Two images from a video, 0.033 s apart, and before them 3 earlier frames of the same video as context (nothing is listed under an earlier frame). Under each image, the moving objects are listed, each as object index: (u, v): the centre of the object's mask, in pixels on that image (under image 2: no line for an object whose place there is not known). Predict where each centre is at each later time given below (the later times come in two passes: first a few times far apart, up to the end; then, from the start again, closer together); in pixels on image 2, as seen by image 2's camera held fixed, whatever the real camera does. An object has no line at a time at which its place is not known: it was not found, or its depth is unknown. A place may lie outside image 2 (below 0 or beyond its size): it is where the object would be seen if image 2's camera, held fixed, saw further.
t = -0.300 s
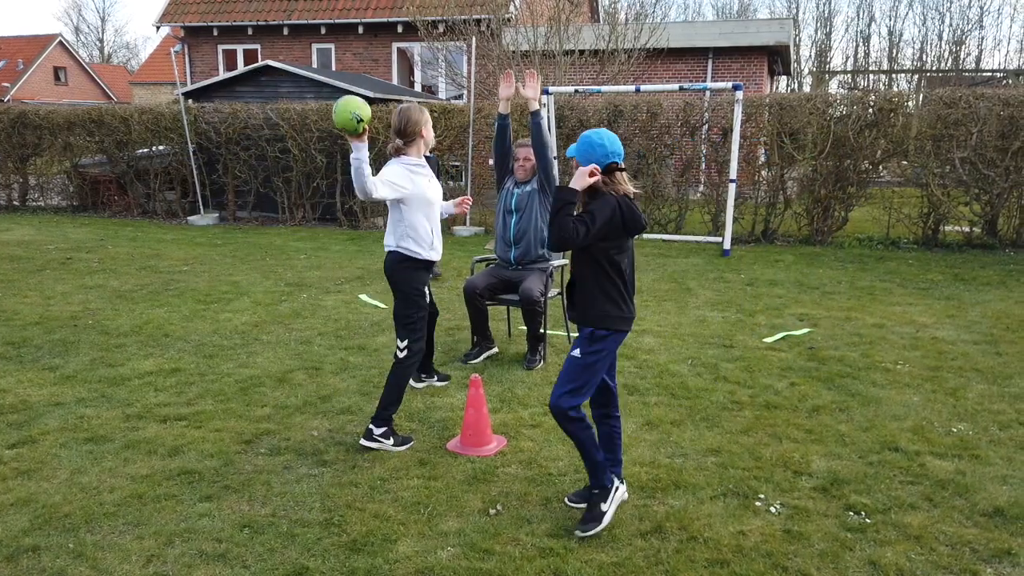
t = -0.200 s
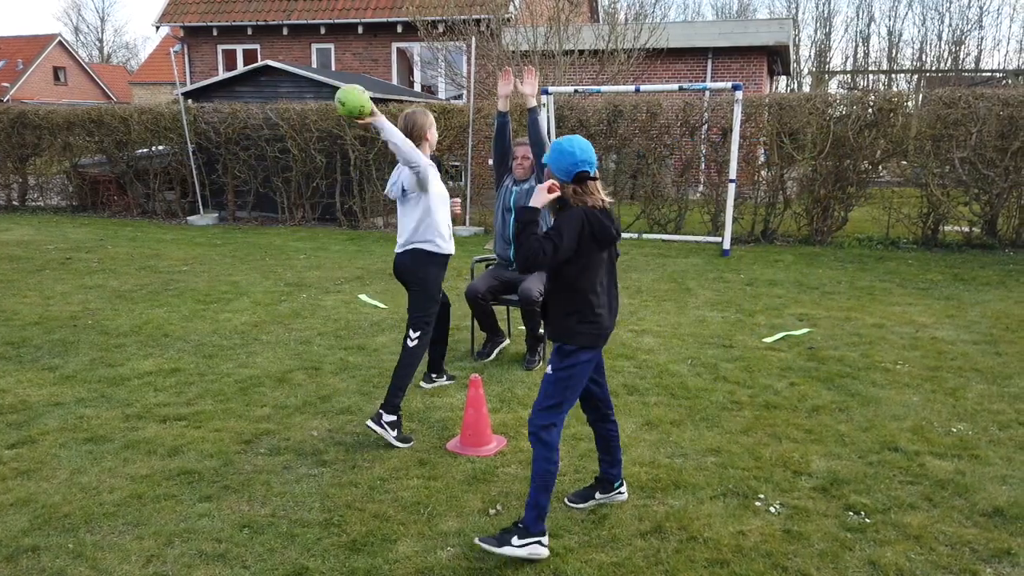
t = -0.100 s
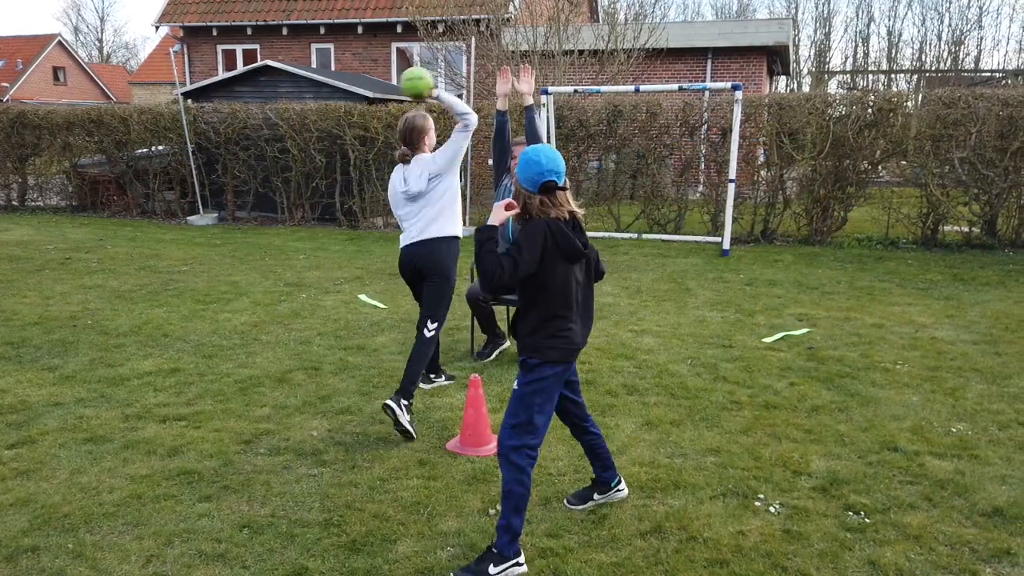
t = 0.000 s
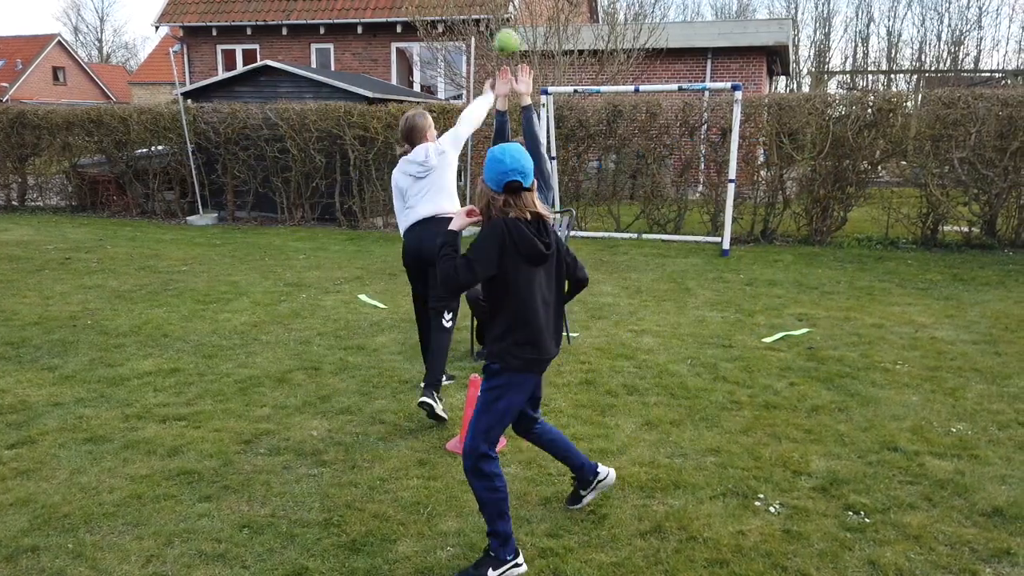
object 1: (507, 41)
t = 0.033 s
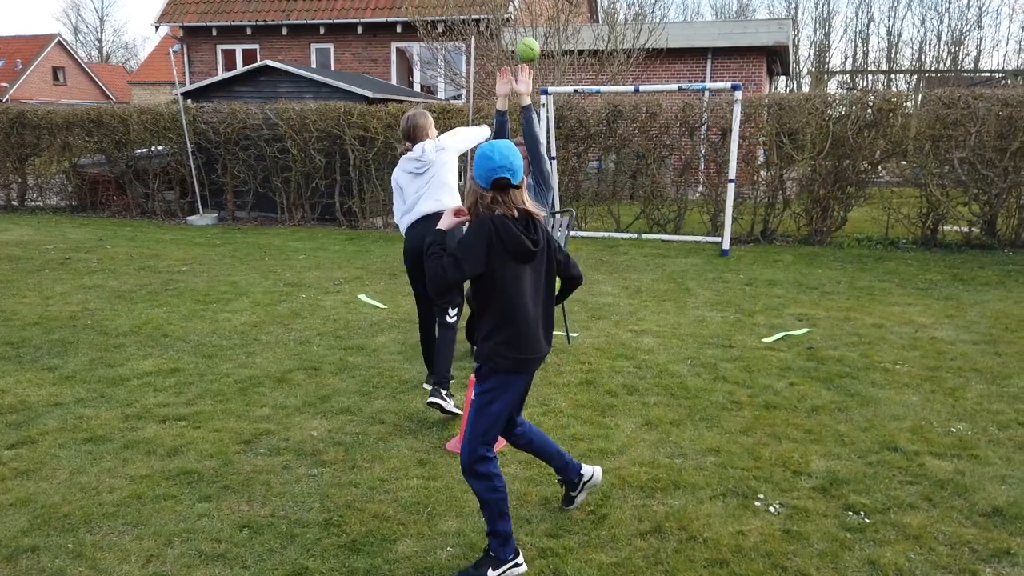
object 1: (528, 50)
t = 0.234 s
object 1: (606, 96)
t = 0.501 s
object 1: (641, 158)
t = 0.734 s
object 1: (652, 248)
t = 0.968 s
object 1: (661, 238)
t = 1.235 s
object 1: (671, 263)
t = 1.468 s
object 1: (677, 274)
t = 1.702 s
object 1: (684, 283)
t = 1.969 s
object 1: (690, 304)
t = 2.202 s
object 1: (695, 315)
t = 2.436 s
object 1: (697, 325)
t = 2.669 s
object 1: (700, 336)
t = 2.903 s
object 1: (706, 343)
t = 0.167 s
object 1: (586, 79)
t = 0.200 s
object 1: (596, 87)
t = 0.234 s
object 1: (606, 96)
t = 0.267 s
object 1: (614, 103)
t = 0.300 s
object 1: (621, 111)
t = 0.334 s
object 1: (628, 119)
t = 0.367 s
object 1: (633, 123)
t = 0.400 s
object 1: (635, 133)
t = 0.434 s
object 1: (638, 141)
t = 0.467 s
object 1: (639, 149)
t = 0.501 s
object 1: (641, 158)
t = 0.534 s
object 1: (643, 168)
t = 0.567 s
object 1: (645, 179)
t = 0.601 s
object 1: (646, 191)
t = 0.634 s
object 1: (647, 204)
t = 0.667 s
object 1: (649, 218)
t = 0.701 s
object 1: (651, 234)
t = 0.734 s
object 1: (652, 248)
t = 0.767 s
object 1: (654, 245)
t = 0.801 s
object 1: (655, 242)
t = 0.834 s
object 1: (656, 239)
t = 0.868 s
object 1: (658, 237)
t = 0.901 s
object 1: (659, 236)
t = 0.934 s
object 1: (660, 236)
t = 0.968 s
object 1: (661, 238)
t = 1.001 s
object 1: (663, 240)
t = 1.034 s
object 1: (664, 243)
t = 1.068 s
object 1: (665, 248)
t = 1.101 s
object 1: (666, 254)
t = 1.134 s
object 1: (667, 262)
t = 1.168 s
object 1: (669, 268)
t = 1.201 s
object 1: (670, 266)
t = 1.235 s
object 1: (671, 263)
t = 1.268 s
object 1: (672, 261)
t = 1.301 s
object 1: (673, 260)
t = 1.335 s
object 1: (673, 261)
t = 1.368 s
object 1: (675, 262)
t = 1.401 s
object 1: (676, 265)
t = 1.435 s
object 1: (676, 269)
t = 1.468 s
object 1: (677, 274)
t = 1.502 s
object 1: (677, 281)
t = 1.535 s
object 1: (679, 285)
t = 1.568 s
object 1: (680, 283)
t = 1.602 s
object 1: (681, 281)
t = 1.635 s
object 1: (682, 281)
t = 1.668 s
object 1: (683, 281)
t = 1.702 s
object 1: (684, 283)
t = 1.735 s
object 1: (685, 286)
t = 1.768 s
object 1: (686, 292)
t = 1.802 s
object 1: (687, 297)
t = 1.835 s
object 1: (687, 297)
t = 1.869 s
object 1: (688, 298)
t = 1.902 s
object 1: (688, 299)
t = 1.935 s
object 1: (689, 301)
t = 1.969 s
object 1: (690, 304)
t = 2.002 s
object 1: (690, 305)
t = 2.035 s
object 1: (691, 306)
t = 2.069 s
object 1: (692, 308)
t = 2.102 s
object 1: (694, 310)
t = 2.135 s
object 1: (693, 311)
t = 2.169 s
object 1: (693, 313)
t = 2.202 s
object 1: (695, 315)
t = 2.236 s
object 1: (695, 316)
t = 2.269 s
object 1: (694, 317)
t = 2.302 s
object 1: (695, 319)
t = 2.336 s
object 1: (696, 321)
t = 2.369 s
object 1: (696, 323)
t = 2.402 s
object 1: (696, 323)
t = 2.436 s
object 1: (697, 325)
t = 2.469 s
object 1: (697, 327)
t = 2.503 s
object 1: (698, 329)
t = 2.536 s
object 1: (698, 330)
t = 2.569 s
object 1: (699, 330)
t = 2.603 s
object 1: (699, 332)
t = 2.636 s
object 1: (700, 334)
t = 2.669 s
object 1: (700, 336)
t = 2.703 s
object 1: (701, 337)
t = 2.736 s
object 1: (702, 338)
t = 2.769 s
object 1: (703, 339)
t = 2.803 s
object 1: (704, 341)
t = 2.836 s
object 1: (705, 341)
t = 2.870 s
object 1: (705, 341)
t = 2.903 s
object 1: (706, 343)
